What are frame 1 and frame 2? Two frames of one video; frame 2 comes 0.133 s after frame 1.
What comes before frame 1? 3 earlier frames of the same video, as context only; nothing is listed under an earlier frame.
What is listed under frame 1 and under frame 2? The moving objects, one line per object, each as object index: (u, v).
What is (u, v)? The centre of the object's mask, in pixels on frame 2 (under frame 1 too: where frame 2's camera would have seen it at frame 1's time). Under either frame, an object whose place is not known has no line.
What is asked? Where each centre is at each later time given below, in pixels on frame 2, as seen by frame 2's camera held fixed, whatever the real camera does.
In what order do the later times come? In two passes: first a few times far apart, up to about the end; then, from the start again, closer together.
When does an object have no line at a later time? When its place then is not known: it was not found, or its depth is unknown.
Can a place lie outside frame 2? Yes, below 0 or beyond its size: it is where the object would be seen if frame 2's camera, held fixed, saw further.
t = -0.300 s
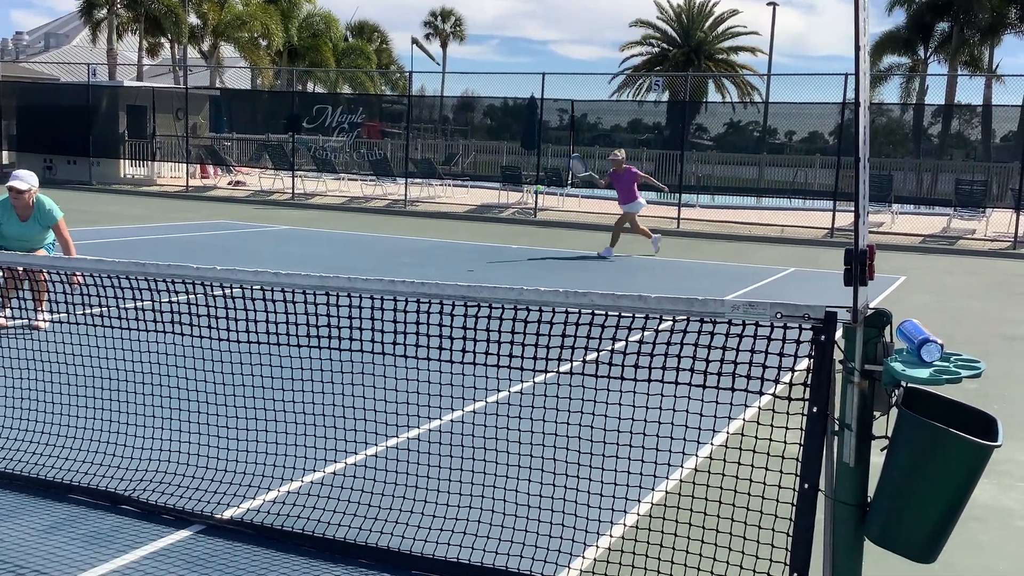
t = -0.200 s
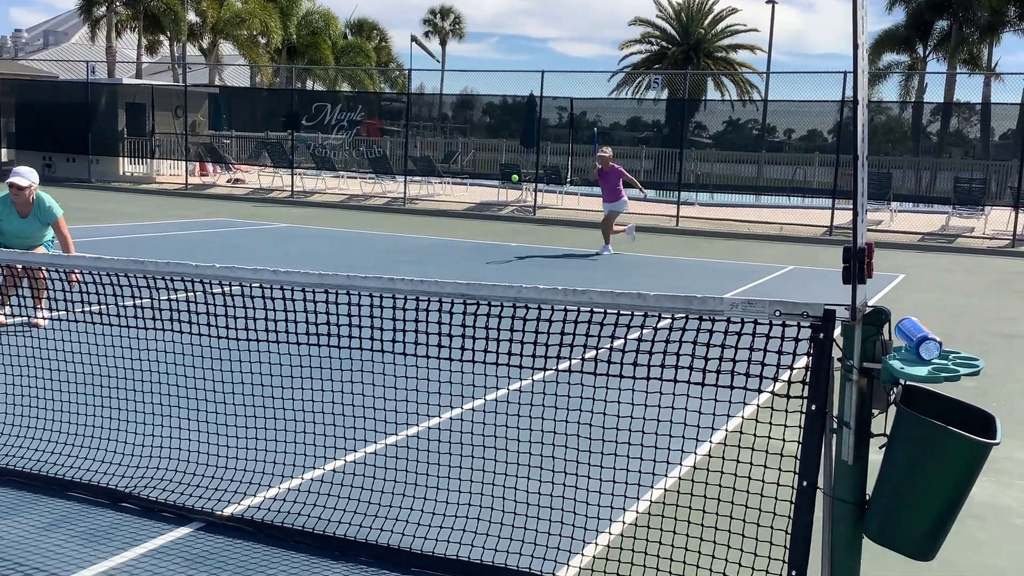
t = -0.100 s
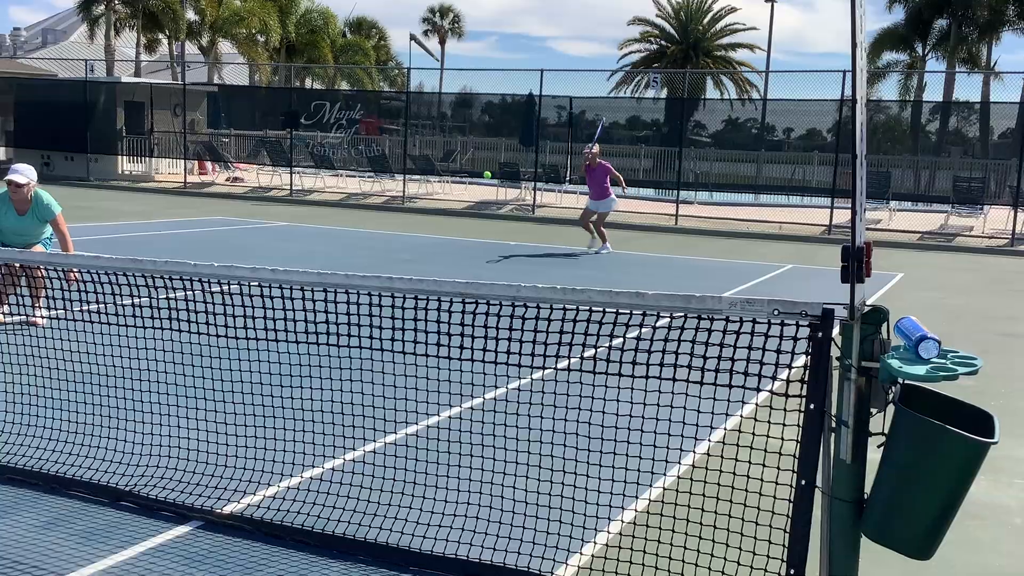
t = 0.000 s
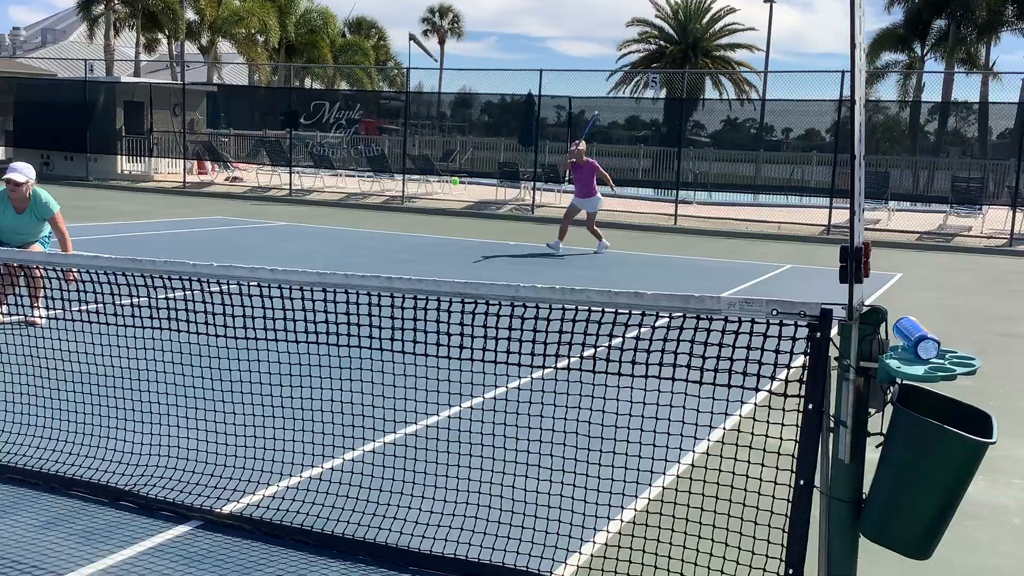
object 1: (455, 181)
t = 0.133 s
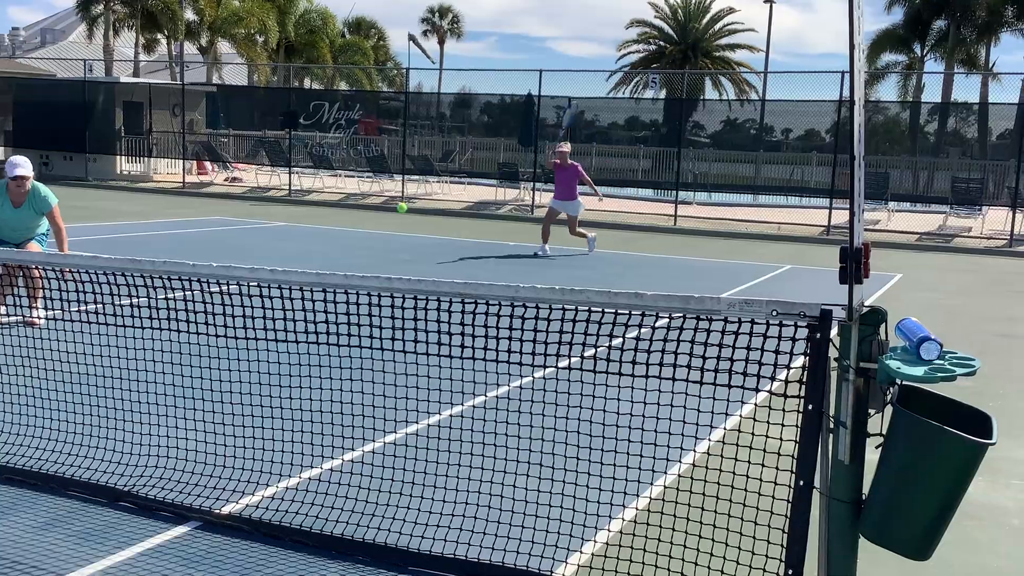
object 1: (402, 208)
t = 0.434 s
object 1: (195, 420)
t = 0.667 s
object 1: (81, 375)
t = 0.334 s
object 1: (286, 313)
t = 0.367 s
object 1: (260, 344)
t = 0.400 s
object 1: (230, 379)
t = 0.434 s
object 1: (195, 420)
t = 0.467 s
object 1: (169, 437)
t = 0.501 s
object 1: (151, 425)
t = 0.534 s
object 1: (131, 413)
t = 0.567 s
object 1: (109, 406)
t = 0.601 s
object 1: (89, 398)
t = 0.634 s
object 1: (82, 385)
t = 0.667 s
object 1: (81, 375)
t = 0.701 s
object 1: (84, 366)
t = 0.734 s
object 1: (89, 361)
